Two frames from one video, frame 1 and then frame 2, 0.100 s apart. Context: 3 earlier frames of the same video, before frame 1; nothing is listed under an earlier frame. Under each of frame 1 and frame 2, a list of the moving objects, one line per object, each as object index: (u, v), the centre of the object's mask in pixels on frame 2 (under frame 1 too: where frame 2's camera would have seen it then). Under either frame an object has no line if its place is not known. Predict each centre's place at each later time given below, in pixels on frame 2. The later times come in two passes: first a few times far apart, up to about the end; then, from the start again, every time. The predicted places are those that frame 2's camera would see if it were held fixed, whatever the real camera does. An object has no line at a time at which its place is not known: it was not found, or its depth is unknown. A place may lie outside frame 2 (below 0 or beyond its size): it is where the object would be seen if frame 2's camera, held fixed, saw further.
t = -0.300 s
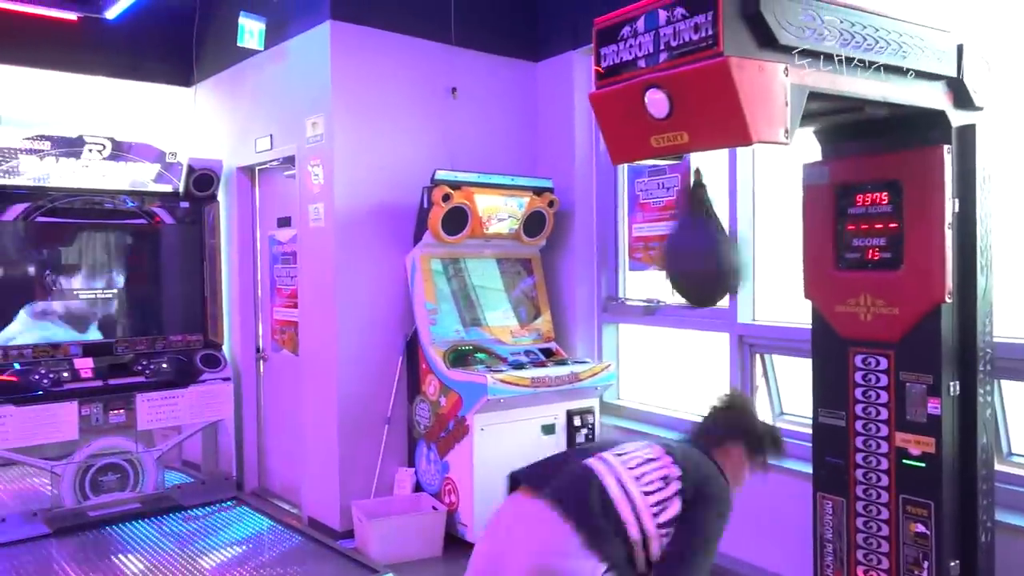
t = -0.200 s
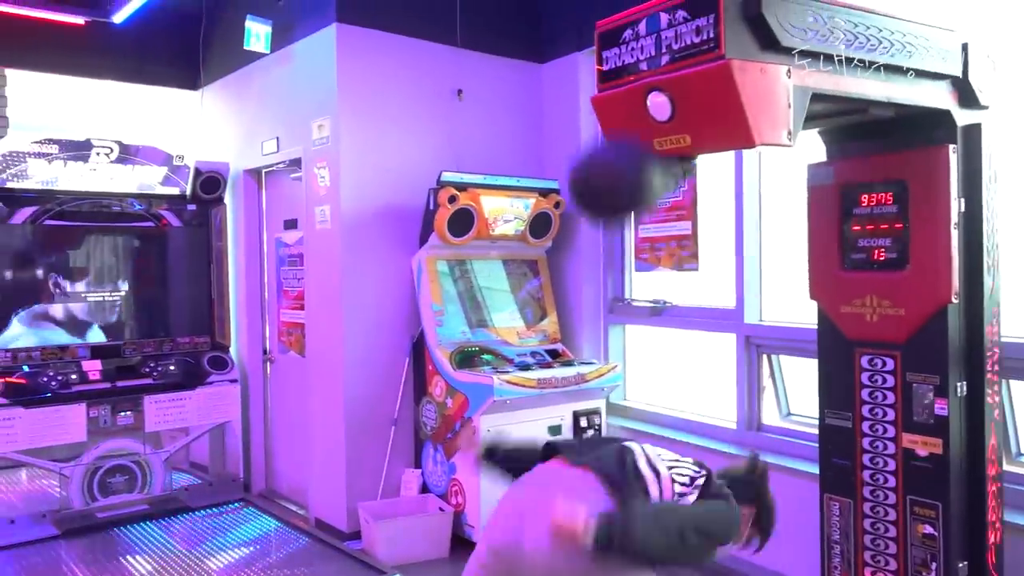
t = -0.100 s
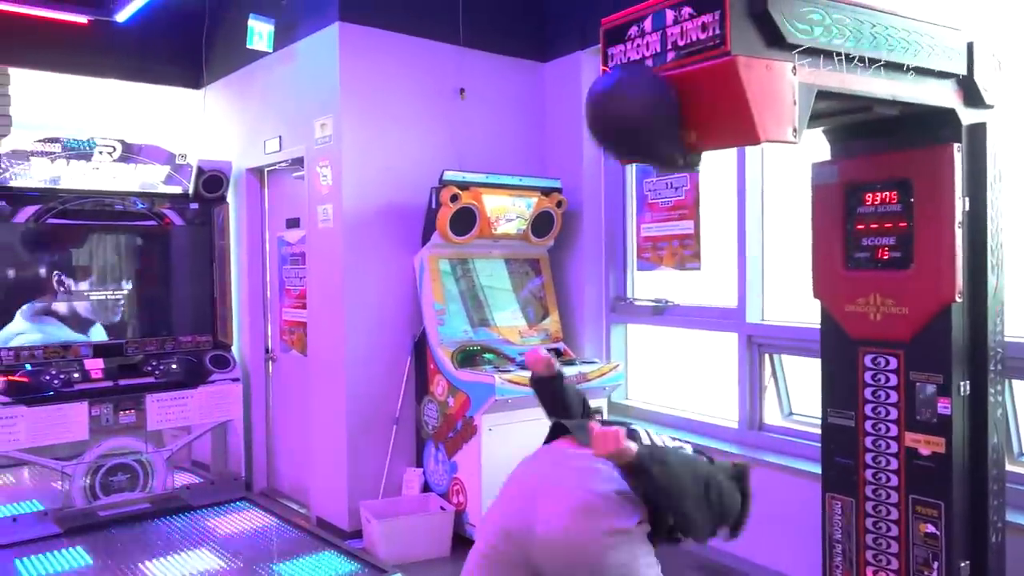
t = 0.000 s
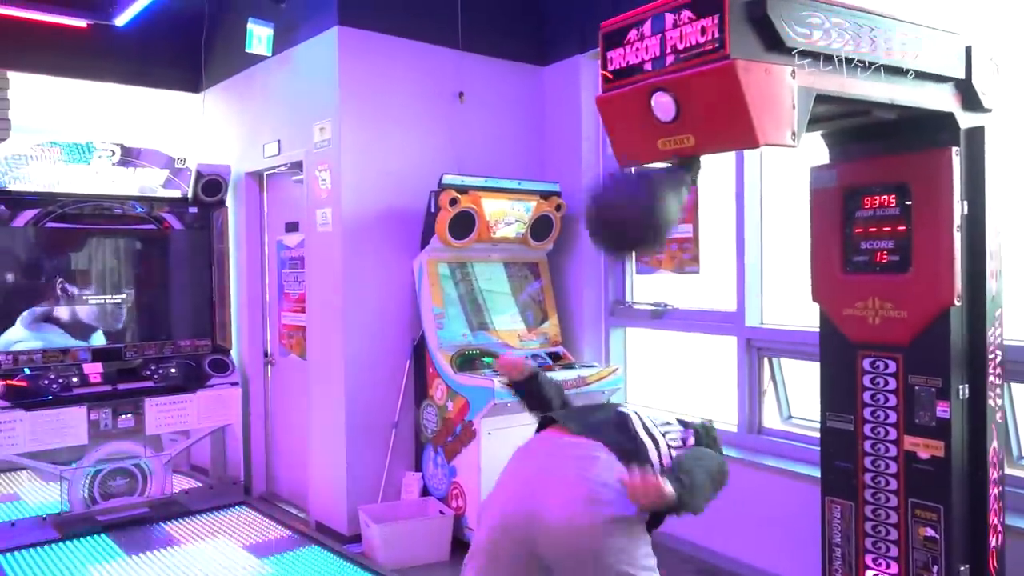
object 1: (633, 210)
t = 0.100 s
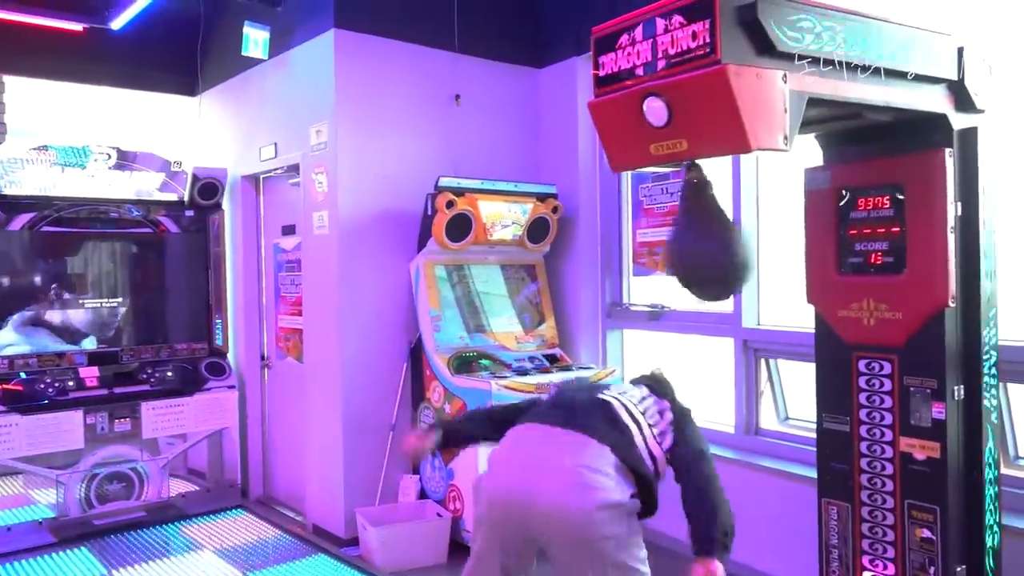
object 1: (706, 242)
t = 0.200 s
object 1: (772, 207)
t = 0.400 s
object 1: (786, 187)
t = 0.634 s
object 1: (658, 204)
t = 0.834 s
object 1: (693, 220)
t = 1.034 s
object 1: (776, 181)
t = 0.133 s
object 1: (731, 234)
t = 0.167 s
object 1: (752, 221)
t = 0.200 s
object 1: (772, 207)
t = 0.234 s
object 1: (790, 190)
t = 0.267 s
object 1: (802, 173)
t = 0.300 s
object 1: (813, 159)
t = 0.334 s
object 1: (810, 163)
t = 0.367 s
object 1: (799, 174)
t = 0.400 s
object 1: (786, 187)
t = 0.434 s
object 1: (772, 201)
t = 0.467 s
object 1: (754, 211)
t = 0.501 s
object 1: (734, 220)
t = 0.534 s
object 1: (711, 224)
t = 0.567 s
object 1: (687, 224)
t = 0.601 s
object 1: (671, 216)
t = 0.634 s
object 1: (658, 204)
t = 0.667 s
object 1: (652, 190)
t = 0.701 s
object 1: (651, 186)
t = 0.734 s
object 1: (654, 193)
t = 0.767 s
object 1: (664, 205)
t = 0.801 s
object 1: (677, 215)
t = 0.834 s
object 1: (693, 220)
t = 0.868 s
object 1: (711, 218)
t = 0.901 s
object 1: (727, 211)
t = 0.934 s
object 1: (743, 204)
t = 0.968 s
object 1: (757, 196)
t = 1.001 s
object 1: (768, 188)
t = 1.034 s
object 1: (776, 181)
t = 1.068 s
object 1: (781, 174)
